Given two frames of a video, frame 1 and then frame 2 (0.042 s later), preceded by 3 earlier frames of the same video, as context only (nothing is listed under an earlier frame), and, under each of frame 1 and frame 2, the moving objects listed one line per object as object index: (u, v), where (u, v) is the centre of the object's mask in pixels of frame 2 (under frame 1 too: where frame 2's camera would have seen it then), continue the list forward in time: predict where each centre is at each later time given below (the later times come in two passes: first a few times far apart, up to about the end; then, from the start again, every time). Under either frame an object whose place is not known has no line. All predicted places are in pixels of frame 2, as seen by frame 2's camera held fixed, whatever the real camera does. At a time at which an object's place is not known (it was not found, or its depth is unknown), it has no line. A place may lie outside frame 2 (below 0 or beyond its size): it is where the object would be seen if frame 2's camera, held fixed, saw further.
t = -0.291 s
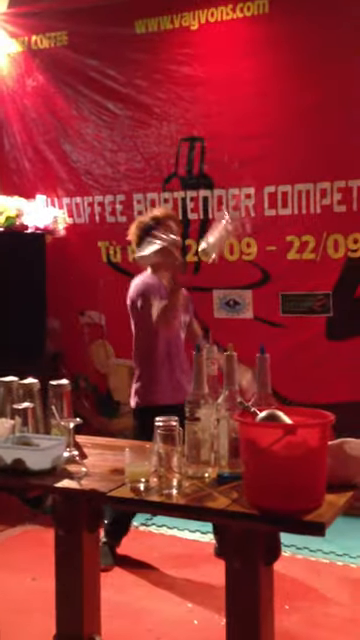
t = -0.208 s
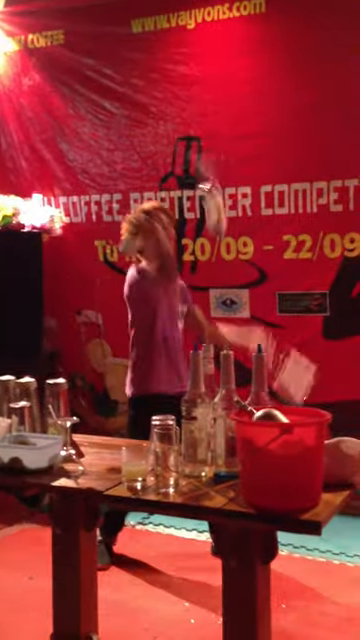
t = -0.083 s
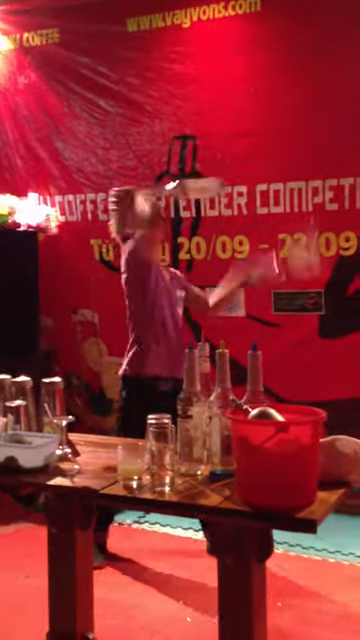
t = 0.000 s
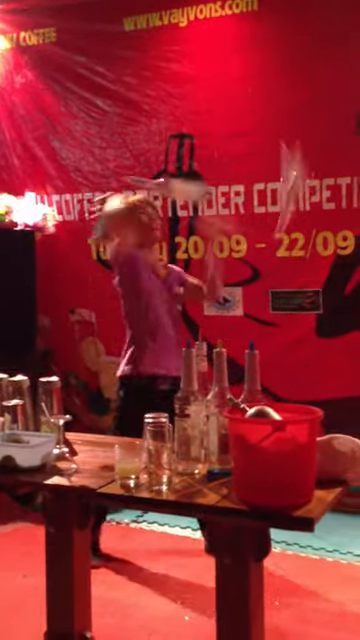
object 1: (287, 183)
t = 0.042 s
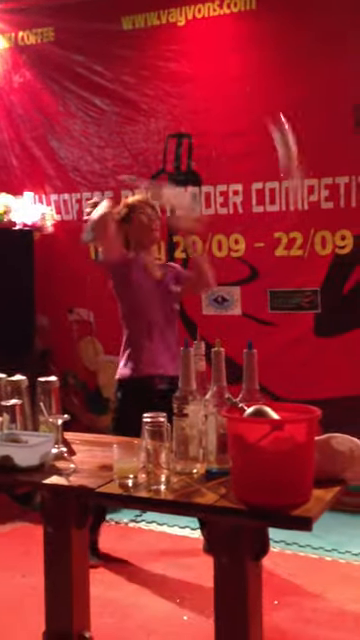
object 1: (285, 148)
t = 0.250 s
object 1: (277, 75)
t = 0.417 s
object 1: (276, 90)
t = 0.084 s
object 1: (283, 126)
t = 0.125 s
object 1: (281, 108)
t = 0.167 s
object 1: (274, 94)
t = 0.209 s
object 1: (277, 83)
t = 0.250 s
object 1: (277, 75)
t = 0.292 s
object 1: (276, 67)
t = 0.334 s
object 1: (273, 65)
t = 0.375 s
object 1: (273, 76)
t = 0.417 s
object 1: (276, 90)
